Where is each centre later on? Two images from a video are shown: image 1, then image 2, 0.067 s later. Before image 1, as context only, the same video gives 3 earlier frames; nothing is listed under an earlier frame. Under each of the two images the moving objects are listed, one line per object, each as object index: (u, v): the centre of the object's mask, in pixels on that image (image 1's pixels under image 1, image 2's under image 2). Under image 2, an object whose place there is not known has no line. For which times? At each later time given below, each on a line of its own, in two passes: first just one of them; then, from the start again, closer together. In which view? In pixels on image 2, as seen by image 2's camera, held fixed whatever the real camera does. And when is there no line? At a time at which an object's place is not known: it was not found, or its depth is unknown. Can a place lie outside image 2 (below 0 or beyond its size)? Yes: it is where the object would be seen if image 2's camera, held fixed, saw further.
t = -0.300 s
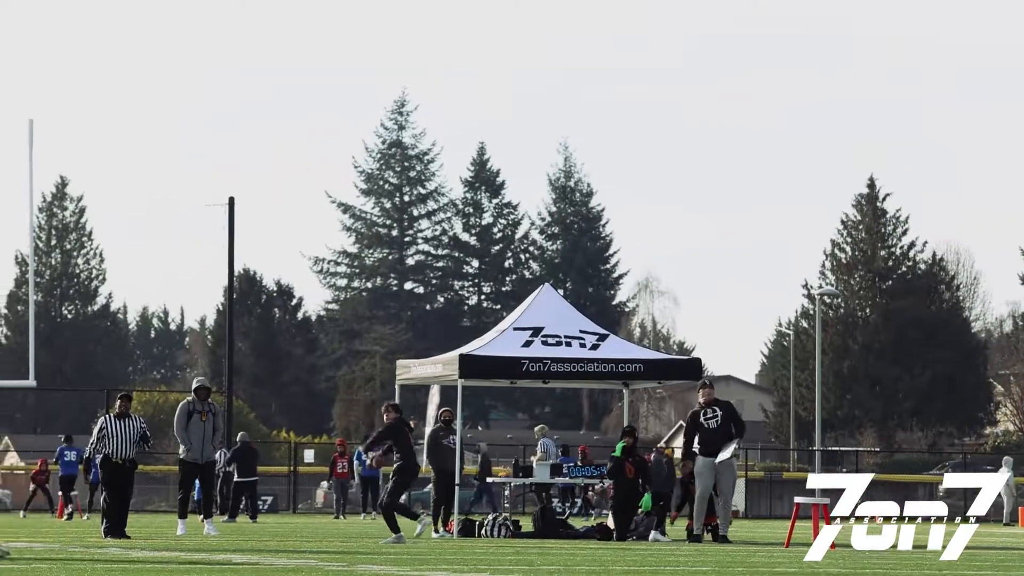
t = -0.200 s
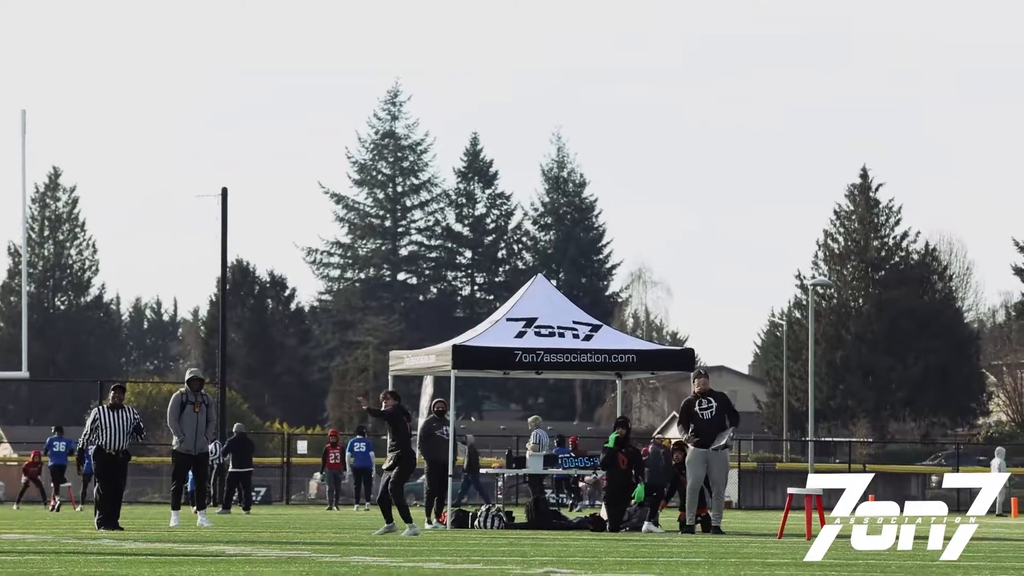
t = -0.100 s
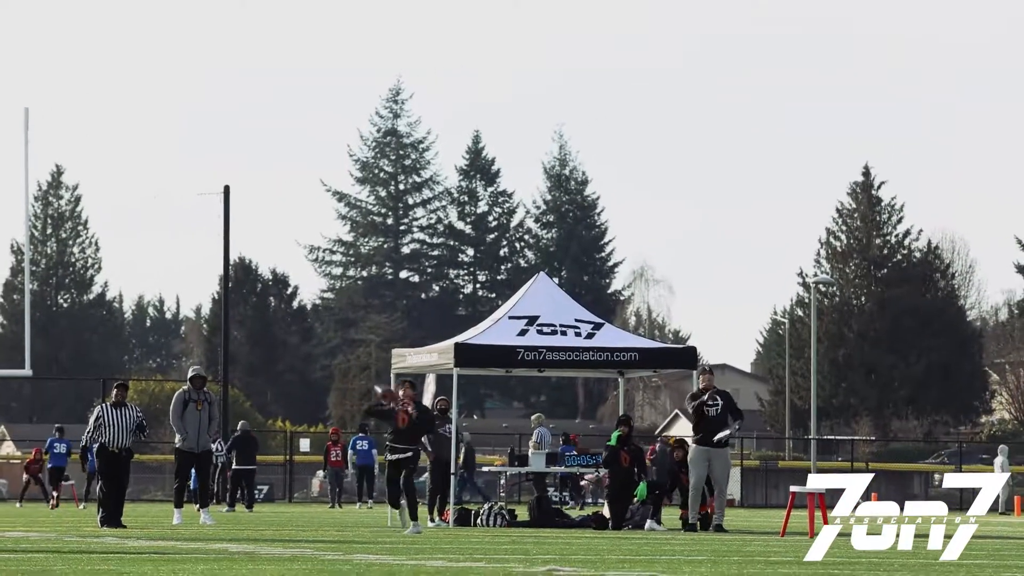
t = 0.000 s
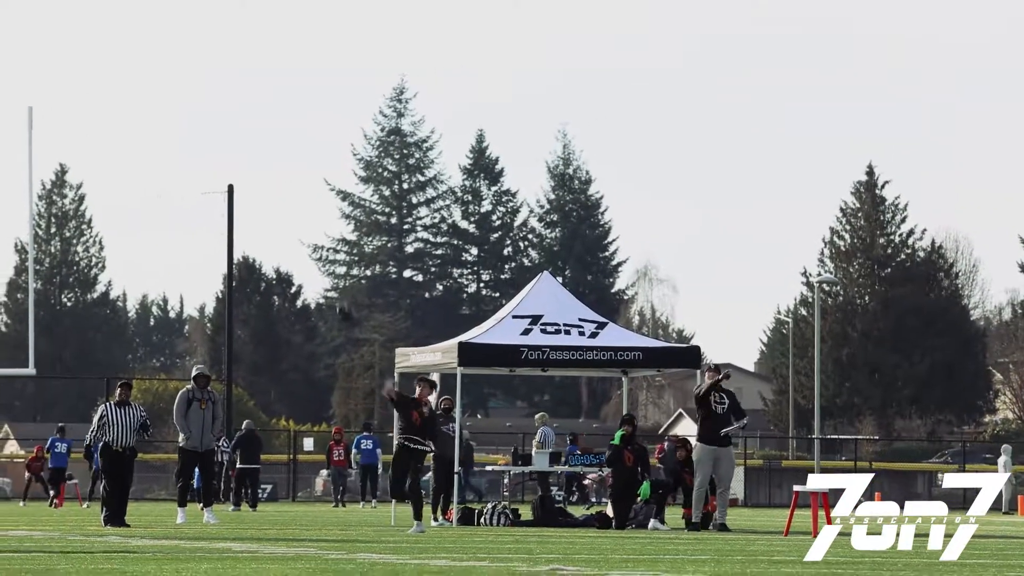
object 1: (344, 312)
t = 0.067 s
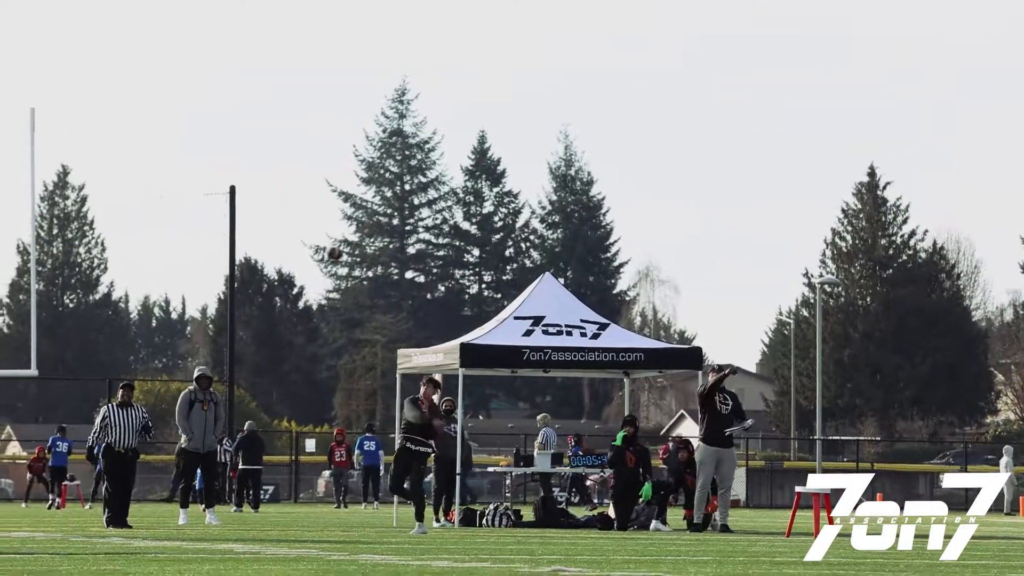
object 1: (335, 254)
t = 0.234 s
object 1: (296, 112)
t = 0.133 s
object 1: (321, 195)
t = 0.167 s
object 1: (313, 167)
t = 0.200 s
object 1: (305, 139)
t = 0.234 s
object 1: (296, 112)
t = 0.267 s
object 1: (288, 84)
